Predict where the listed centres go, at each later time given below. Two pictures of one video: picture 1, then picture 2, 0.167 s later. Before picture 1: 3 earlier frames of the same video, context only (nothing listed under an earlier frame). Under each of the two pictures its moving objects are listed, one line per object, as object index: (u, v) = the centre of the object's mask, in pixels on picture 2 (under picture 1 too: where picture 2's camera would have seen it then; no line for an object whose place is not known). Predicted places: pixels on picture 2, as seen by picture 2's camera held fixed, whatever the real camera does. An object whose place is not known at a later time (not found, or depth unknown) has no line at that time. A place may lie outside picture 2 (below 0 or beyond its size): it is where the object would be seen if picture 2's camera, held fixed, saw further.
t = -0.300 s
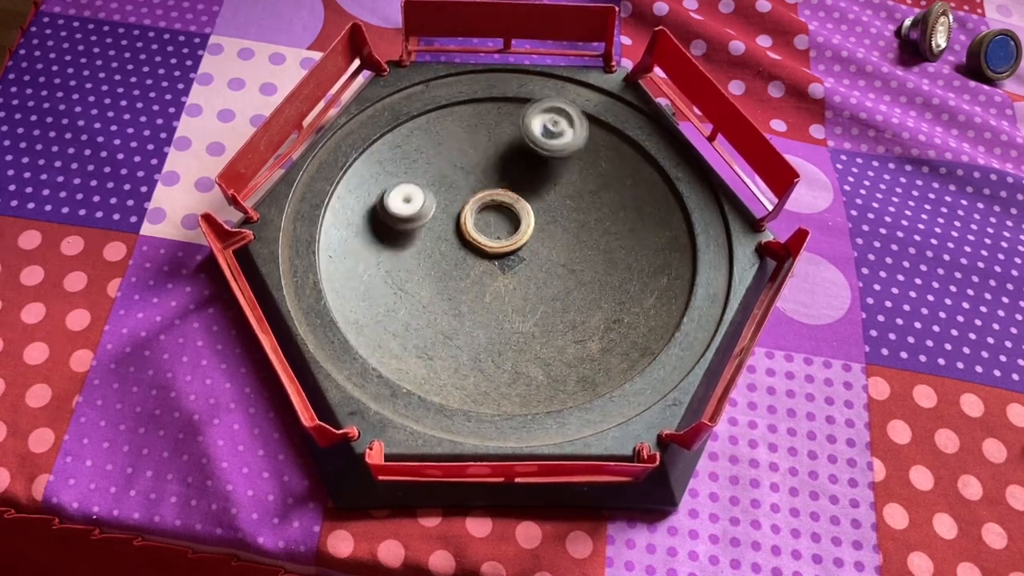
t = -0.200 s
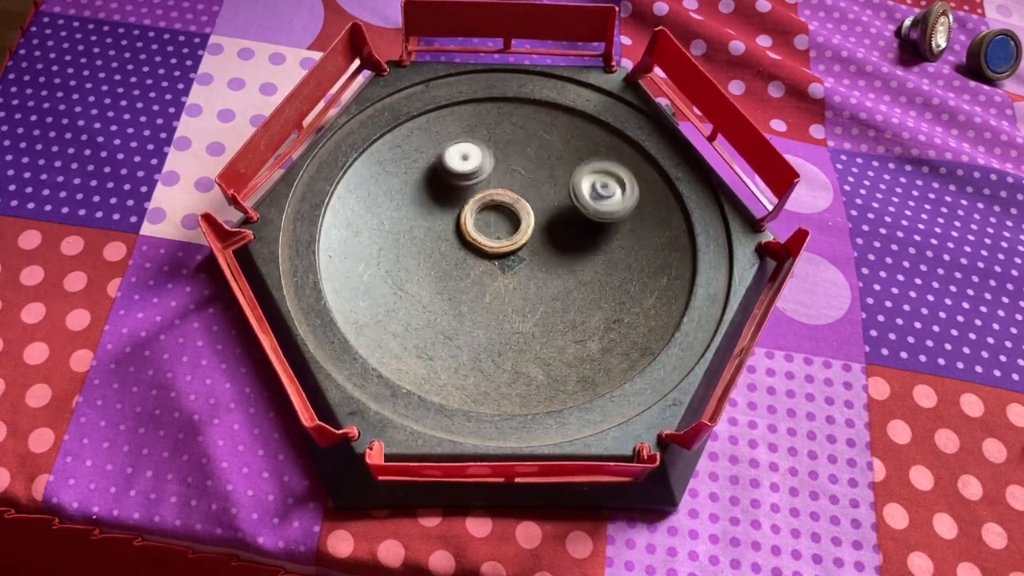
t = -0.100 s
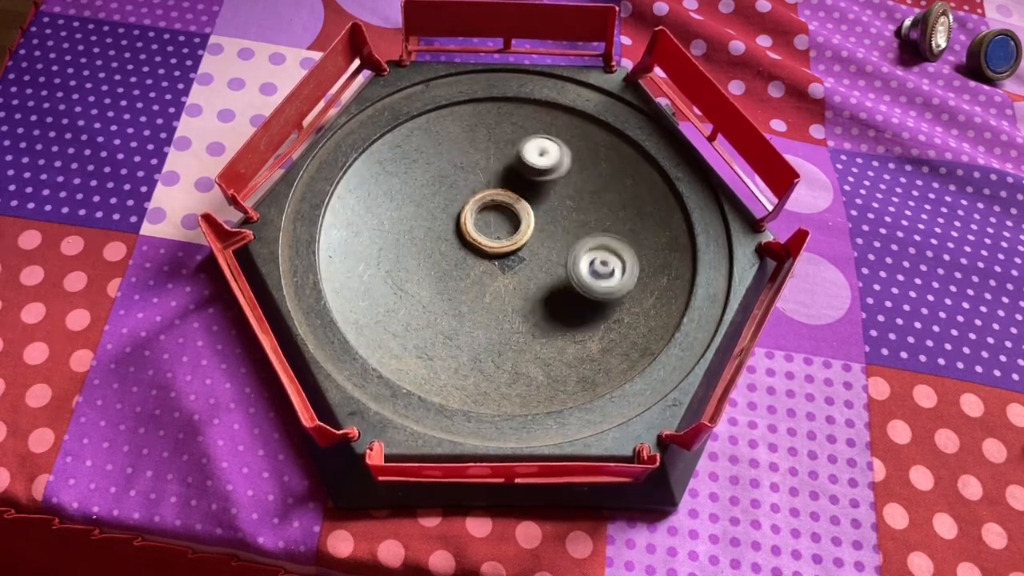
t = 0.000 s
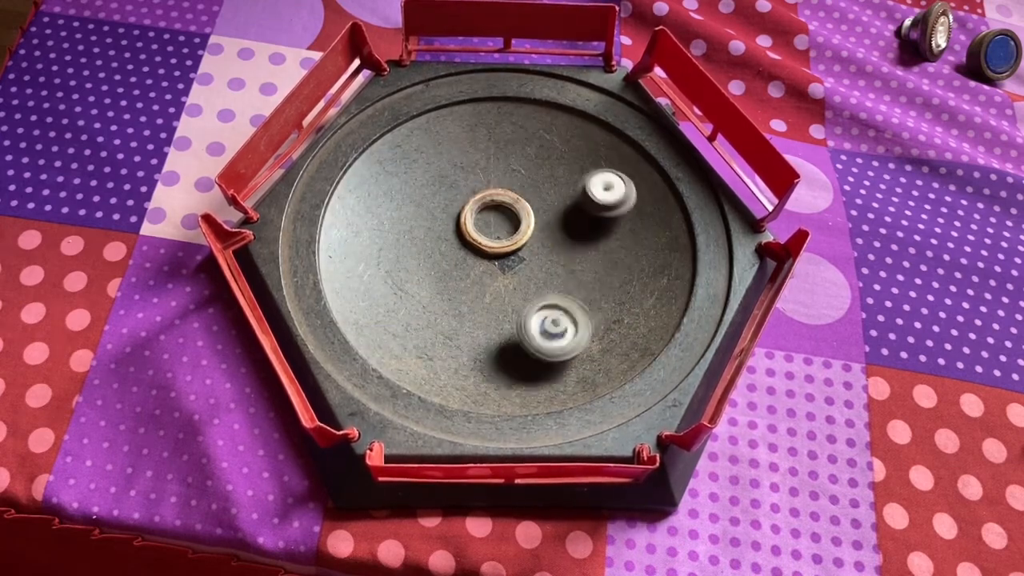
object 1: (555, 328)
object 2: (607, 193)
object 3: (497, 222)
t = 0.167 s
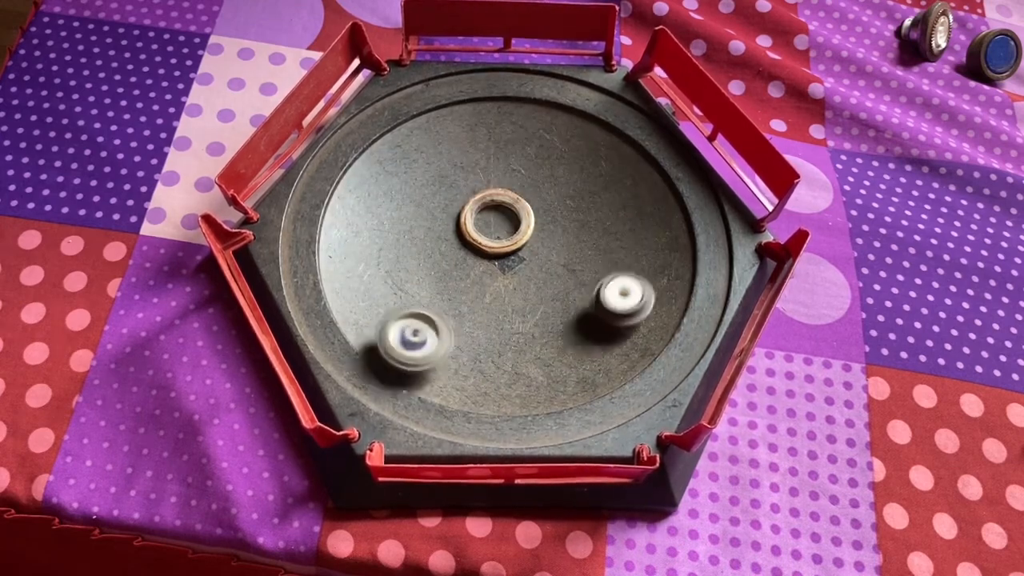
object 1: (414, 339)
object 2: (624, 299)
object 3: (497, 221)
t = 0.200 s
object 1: (389, 325)
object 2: (608, 318)
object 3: (497, 221)
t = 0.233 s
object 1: (370, 306)
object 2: (588, 333)
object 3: (497, 221)
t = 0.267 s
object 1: (355, 284)
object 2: (562, 345)
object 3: (497, 221)
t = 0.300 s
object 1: (346, 261)
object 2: (534, 351)
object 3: (497, 221)
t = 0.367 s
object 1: (350, 213)
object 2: (479, 342)
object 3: (497, 221)
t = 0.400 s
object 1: (363, 193)
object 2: (455, 330)
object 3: (497, 221)
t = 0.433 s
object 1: (384, 175)
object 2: (436, 312)
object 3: (497, 221)
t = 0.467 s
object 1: (409, 163)
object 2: (422, 292)
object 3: (497, 221)
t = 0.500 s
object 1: (436, 152)
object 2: (414, 269)
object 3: (497, 221)
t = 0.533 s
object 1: (465, 148)
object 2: (411, 247)
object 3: (497, 222)
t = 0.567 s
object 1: (493, 148)
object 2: (415, 224)
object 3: (497, 222)
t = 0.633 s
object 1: (549, 163)
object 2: (441, 184)
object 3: (497, 222)
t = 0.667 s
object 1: (572, 177)
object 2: (458, 170)
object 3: (497, 222)
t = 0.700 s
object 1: (592, 194)
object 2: (479, 159)
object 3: (497, 222)
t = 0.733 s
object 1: (607, 213)
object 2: (503, 152)
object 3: (497, 222)
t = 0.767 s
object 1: (619, 234)
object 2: (528, 150)
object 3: (497, 222)
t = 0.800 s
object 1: (625, 256)
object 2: (552, 153)
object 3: (497, 222)
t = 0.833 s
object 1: (627, 280)
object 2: (575, 161)
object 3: (497, 222)
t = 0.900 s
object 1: (614, 324)
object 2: (611, 188)
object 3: (497, 222)
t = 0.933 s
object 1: (600, 343)
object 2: (623, 207)
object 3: (497, 222)
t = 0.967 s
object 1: (582, 359)
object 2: (631, 228)
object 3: (497, 222)
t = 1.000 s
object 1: (558, 372)
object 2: (632, 250)
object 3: (497, 222)
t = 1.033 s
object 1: (531, 380)
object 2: (627, 271)
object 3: (497, 222)
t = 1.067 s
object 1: (501, 381)
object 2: (616, 291)
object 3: (497, 222)
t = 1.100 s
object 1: (471, 377)
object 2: (599, 309)
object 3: (497, 222)
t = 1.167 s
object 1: (418, 350)
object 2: (550, 332)
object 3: (497, 221)
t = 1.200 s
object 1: (399, 329)
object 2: (523, 336)
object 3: (497, 221)
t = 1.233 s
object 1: (389, 304)
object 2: (497, 334)
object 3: (497, 221)
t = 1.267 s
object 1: (386, 280)
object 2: (470, 325)
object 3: (497, 222)
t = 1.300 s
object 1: (389, 255)
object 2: (448, 313)
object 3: (497, 222)
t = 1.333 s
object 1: (398, 232)
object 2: (430, 296)
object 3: (497, 222)
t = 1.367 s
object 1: (414, 211)
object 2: (417, 276)
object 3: (497, 222)
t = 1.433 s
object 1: (456, 181)
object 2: (412, 232)
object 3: (499, 223)
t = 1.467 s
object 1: (481, 170)
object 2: (418, 212)
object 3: (498, 224)
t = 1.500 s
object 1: (507, 163)
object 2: (429, 193)
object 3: (498, 223)
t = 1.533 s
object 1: (532, 159)
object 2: (443, 178)
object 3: (497, 222)
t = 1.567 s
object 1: (558, 160)
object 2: (461, 166)
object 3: (497, 222)
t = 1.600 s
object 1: (583, 166)
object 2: (483, 158)
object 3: (497, 222)
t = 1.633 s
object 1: (607, 174)
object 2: (505, 155)
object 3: (497, 223)
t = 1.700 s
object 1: (645, 202)
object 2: (549, 163)
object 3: (497, 222)
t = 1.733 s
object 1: (659, 220)
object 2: (569, 174)
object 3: (497, 222)
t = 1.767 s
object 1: (667, 241)
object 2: (586, 189)
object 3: (497, 222)
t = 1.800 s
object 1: (669, 263)
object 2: (598, 207)
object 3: (497, 222)
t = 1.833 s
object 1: (667, 285)
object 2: (605, 226)
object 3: (497, 222)
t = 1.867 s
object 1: (658, 307)
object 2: (607, 247)
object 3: (497, 222)
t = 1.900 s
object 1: (641, 327)
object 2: (605, 268)
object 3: (497, 222)
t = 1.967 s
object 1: (592, 357)
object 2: (581, 303)
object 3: (497, 222)
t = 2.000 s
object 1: (560, 363)
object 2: (565, 313)
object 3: (497, 222)
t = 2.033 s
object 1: (529, 363)
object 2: (544, 319)
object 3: (497, 222)
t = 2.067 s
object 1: (500, 364)
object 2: (516, 320)
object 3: (497, 222)
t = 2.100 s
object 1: (472, 362)
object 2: (489, 318)
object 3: (497, 222)
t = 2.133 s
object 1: (445, 354)
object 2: (464, 313)
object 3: (497, 222)
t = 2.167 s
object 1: (422, 346)
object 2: (436, 302)
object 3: (497, 222)
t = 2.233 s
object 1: (390, 319)
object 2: (389, 275)
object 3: (497, 222)
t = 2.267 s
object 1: (383, 307)
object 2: (365, 263)
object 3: (497, 222)
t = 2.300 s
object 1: (383, 299)
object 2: (345, 257)
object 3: (497, 222)
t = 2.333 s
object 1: (386, 290)
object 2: (332, 247)
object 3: (497, 222)
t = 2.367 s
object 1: (395, 280)
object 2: (325, 234)
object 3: (498, 222)
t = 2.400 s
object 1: (411, 271)
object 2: (333, 224)
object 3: (498, 222)
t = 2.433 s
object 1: (429, 264)
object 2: (346, 214)
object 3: (498, 222)
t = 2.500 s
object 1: (474, 259)
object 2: (376, 201)
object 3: (504, 206)
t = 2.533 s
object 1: (495, 261)
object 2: (394, 200)
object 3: (498, 206)
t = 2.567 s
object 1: (517, 266)
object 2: (414, 204)
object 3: (497, 206)
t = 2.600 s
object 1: (537, 273)
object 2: (434, 211)
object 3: (498, 222)
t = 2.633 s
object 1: (556, 283)
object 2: (452, 221)
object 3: (514, 213)
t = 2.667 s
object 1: (573, 295)
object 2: (463, 235)
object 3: (516, 208)
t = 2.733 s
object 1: (595, 322)
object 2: (480, 267)
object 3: (509, 218)
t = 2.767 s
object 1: (599, 337)
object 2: (488, 284)
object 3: (509, 218)
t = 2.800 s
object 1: (599, 352)
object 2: (496, 300)
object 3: (509, 218)
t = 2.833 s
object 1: (594, 367)
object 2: (502, 317)
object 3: (508, 219)
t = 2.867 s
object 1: (583, 379)
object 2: (505, 333)
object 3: (508, 218)
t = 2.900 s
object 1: (564, 384)
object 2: (504, 347)
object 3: (508, 218)
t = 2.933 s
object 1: (543, 385)
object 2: (495, 354)
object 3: (509, 218)
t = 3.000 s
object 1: (517, 388)
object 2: (465, 355)
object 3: (508, 218)
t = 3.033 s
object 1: (500, 384)
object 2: (451, 351)
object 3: (508, 218)
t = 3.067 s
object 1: (486, 375)
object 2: (438, 343)
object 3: (508, 218)
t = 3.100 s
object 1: (483, 366)
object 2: (425, 330)
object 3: (509, 219)
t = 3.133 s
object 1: (484, 357)
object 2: (416, 314)
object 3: (509, 218)
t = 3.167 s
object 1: (492, 345)
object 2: (415, 299)
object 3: (509, 218)
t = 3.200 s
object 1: (502, 332)
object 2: (421, 285)
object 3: (509, 218)
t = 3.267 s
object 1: (527, 304)
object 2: (449, 261)
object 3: (509, 218)
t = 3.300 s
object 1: (543, 291)
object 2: (467, 254)
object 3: (510, 218)
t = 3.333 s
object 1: (561, 280)
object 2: (487, 248)
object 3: (517, 203)
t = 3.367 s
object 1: (578, 272)
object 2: (506, 248)
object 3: (513, 199)
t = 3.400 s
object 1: (597, 266)
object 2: (525, 249)
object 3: (504, 198)
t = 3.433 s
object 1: (614, 261)
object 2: (544, 249)
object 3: (508, 213)
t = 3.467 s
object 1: (630, 258)
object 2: (563, 249)
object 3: (510, 215)
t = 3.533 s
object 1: (656, 258)
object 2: (595, 256)
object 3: (510, 215)
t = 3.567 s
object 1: (674, 261)
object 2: (599, 262)
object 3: (510, 215)
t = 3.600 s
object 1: (685, 267)
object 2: (599, 268)
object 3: (510, 215)
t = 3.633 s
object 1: (679, 274)
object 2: (599, 275)
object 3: (510, 215)
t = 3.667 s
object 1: (668, 282)
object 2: (595, 284)
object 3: (510, 215)
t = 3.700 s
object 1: (656, 287)
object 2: (586, 289)
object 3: (510, 215)
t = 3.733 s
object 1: (642, 291)
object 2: (576, 292)
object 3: (510, 215)
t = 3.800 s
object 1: (626, 290)
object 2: (542, 293)
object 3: (510, 215)
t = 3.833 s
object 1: (623, 287)
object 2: (523, 290)
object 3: (510, 216)
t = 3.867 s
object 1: (618, 284)
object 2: (509, 283)
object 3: (510, 215)
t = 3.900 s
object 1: (614, 279)
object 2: (497, 276)
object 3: (510, 215)
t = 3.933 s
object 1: (609, 273)
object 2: (490, 266)
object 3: (510, 215)
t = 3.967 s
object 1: (606, 265)
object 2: (485, 255)
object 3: (512, 198)
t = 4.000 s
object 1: (602, 257)
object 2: (482, 244)
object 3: (520, 201)
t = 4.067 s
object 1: (599, 239)
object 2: (476, 227)
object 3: (528, 199)
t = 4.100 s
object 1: (598, 229)
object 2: (474, 221)
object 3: (530, 198)
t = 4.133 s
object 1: (599, 219)
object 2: (473, 214)
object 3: (532, 198)
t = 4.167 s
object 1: (600, 209)
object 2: (474, 208)
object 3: (536, 199)
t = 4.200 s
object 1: (601, 199)
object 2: (471, 203)
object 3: (526, 208)
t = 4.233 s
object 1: (602, 195)
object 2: (470, 200)
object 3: (527, 208)
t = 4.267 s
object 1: (604, 186)
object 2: (472, 194)
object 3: (528, 208)
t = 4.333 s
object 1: (610, 173)
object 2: (486, 185)
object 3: (538, 223)
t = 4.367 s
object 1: (613, 168)
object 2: (490, 180)
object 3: (534, 211)
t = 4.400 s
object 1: (616, 165)
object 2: (496, 179)
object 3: (536, 212)
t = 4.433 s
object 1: (618, 164)
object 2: (502, 179)
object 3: (547, 227)
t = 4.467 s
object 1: (619, 164)
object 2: (506, 180)
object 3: (542, 217)
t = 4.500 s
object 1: (619, 164)
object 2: (510, 182)
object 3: (545, 220)
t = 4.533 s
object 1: (618, 165)
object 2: (511, 184)
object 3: (549, 223)
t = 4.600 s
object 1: (612, 171)
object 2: (515, 194)
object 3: (563, 240)
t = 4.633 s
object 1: (607, 173)
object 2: (509, 198)
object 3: (559, 230)
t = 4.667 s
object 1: (601, 177)
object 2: (505, 204)
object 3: (564, 233)
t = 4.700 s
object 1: (594, 179)
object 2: (502, 210)
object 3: (564, 234)
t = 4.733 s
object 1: (586, 181)
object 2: (499, 216)
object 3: (564, 236)
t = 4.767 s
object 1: (576, 182)
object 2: (496, 222)
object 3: (564, 236)
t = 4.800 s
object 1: (566, 182)
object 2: (491, 228)
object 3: (564, 237)
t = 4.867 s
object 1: (547, 179)
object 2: (480, 239)
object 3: (565, 235)
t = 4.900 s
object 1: (536, 176)
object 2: (474, 244)
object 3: (565, 234)
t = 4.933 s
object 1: (528, 172)
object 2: (468, 248)
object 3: (565, 234)
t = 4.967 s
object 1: (520, 168)
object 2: (463, 251)
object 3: (565, 234)
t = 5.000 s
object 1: (515, 164)
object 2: (457, 252)
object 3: (565, 234)
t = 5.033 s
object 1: (510, 159)
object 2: (452, 253)
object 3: (565, 233)
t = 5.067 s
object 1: (506, 154)
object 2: (448, 253)
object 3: (565, 234)
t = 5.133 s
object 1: (498, 141)
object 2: (447, 248)
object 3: (565, 234)
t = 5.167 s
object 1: (495, 134)
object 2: (449, 245)
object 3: (564, 234)
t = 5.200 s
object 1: (495, 129)
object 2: (451, 243)
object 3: (564, 234)
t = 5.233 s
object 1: (496, 124)
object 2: (454, 242)
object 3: (565, 234)
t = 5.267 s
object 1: (499, 120)
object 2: (460, 242)
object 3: (565, 234)
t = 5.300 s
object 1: (503, 118)
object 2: (467, 242)
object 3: (565, 234)
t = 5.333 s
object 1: (510, 118)
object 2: (475, 243)
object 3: (564, 234)
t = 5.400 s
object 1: (526, 130)
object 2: (490, 247)
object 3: (565, 234)
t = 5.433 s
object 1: (531, 142)
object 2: (495, 251)
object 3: (564, 234)
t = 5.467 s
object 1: (531, 156)
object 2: (501, 253)
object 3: (565, 234)
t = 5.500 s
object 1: (527, 172)
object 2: (508, 257)
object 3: (565, 234)
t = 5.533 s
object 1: (519, 188)
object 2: (514, 261)
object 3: (566, 234)
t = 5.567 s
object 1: (508, 201)
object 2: (522, 264)
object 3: (567, 233)
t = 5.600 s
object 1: (495, 214)
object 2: (529, 269)
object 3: (566, 232)
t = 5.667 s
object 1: (462, 230)
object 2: (539, 281)
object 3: (565, 233)
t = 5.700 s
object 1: (443, 233)
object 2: (542, 286)
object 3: (565, 233)
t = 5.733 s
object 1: (425, 235)
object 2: (543, 293)
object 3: (564, 233)
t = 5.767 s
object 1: (408, 233)
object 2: (542, 298)
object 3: (564, 234)
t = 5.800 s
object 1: (392, 227)
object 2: (540, 303)
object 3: (564, 234)
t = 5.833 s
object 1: (380, 219)
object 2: (535, 306)
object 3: (564, 234)
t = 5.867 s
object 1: (370, 210)
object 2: (529, 308)
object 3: (564, 234)
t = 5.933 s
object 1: (361, 186)
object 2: (515, 302)
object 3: (564, 233)
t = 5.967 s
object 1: (363, 173)
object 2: (509, 297)
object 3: (564, 234)
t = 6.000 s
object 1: (372, 161)
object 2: (506, 290)
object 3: (564, 234)
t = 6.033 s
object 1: (385, 152)
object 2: (505, 281)
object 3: (564, 234)
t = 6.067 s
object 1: (402, 147)
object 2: (506, 273)
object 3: (564, 234)
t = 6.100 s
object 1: (425, 150)
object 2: (509, 266)
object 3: (565, 233)
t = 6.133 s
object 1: (446, 157)
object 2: (515, 259)
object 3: (566, 233)
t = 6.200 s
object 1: (485, 185)
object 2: (527, 250)
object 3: (578, 216)
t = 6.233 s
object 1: (499, 201)
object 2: (530, 253)
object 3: (583, 210)
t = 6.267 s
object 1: (503, 208)
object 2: (545, 264)
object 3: (574, 220)
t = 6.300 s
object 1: (503, 217)
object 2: (560, 277)
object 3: (573, 222)
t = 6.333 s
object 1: (503, 229)
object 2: (571, 290)
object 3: (573, 222)
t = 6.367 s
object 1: (499, 241)
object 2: (579, 295)
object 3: (572, 222)
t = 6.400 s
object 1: (493, 255)
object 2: (582, 298)
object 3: (572, 222)
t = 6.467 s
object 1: (479, 281)
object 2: (570, 297)
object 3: (572, 222)
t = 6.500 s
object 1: (468, 291)
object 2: (561, 295)
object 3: (572, 222)
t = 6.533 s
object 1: (455, 300)
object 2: (552, 292)
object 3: (572, 222)
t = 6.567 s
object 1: (441, 304)
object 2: (542, 286)
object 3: (572, 222)
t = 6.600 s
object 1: (426, 304)
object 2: (536, 279)
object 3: (572, 222)
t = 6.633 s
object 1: (412, 300)
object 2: (530, 271)
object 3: (572, 222)
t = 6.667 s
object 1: (397, 292)
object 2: (524, 264)
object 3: (572, 222)
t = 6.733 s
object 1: (381, 266)
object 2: (517, 247)
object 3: (573, 222)
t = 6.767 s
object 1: (382, 252)
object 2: (513, 238)
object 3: (573, 222)
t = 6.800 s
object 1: (389, 237)
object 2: (512, 229)
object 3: (573, 222)
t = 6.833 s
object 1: (402, 225)
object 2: (510, 220)
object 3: (572, 222)
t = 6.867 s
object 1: (420, 217)
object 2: (508, 212)
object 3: (572, 222)
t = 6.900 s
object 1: (440, 212)
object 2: (507, 204)
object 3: (572, 222)
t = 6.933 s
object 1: (458, 211)
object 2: (513, 195)
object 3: (572, 223)
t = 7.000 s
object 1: (477, 229)
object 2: (528, 178)
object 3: (572, 223)
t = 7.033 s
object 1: (486, 242)
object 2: (532, 176)
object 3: (572, 223)
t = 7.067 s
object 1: (494, 256)
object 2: (537, 175)
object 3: (572, 223)
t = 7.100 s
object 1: (499, 272)
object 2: (542, 175)
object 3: (572, 223)
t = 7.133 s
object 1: (504, 286)
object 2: (546, 177)
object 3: (572, 224)
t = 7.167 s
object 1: (506, 299)
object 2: (548, 181)
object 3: (573, 224)
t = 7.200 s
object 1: (504, 311)
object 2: (546, 185)
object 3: (575, 228)
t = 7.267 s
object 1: (490, 331)
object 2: (539, 197)
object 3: (578, 231)
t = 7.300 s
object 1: (478, 337)
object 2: (533, 202)
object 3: (579, 232)
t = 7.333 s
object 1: (464, 338)
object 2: (525, 208)
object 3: (578, 232)
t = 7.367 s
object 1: (449, 336)
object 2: (518, 213)
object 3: (577, 231)
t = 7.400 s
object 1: (437, 328)
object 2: (510, 218)
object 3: (577, 231)
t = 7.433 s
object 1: (426, 319)
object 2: (502, 222)
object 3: (577, 231)
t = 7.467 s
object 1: (422, 303)
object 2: (494, 226)
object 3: (577, 231)
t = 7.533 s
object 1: (431, 275)
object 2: (478, 233)
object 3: (577, 231)
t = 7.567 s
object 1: (438, 268)
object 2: (476, 228)
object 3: (577, 232)
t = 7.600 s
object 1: (439, 271)
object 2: (479, 217)
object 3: (577, 231)
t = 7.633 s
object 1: (443, 271)
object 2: (482, 209)
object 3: (577, 231)
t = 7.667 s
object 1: (450, 271)
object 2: (486, 205)
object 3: (577, 231)
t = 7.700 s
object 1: (458, 273)
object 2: (489, 202)
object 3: (577, 231)
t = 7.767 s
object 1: (478, 281)
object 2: (495, 202)
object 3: (577, 231)
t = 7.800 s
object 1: (490, 287)
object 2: (499, 203)
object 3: (576, 232)
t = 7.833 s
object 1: (502, 294)
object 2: (502, 207)
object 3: (576, 232)
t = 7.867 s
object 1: (512, 300)
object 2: (505, 212)
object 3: (576, 232)
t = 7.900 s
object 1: (520, 309)
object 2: (507, 217)
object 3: (576, 232)
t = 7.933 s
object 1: (526, 317)
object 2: (509, 222)
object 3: (576, 232)
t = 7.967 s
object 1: (527, 323)
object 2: (509, 228)
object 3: (577, 231)
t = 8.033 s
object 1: (521, 336)
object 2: (507, 237)
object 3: (576, 232)
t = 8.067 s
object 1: (513, 338)
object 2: (506, 242)
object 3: (577, 231)
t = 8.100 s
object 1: (504, 338)
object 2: (503, 248)
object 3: (576, 232)
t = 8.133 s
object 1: (494, 332)
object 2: (501, 253)
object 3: (576, 232)
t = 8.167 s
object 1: (487, 323)
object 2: (498, 258)
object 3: (577, 231)
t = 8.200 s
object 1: (484, 311)
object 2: (498, 262)
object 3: (577, 231)
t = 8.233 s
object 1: (485, 306)
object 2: (496, 259)
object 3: (576, 231)
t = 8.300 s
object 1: (492, 305)
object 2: (492, 253)
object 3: (576, 231)
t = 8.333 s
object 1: (499, 304)
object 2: (491, 255)
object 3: (576, 232)
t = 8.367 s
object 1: (508, 303)
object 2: (486, 256)
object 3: (576, 231)
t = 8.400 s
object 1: (518, 303)
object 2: (483, 259)
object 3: (576, 232)
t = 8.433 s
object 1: (528, 305)
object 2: (480, 261)
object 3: (576, 232)
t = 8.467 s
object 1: (536, 306)
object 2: (477, 261)
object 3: (576, 232)
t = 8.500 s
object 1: (542, 308)
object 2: (473, 262)
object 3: (576, 232)
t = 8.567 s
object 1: (552, 313)
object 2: (468, 259)
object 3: (576, 232)
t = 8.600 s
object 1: (553, 315)
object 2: (467, 256)
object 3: (576, 232)
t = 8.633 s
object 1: (552, 317)
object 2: (467, 254)
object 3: (576, 231)
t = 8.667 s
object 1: (550, 317)
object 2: (470, 251)
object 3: (576, 232)
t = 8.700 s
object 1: (546, 315)
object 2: (472, 250)
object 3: (576, 231)
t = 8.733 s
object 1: (542, 312)
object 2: (476, 247)
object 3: (576, 232)
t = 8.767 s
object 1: (539, 307)
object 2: (481, 246)
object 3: (576, 231)
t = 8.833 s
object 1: (539, 289)
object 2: (491, 243)
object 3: (576, 231)
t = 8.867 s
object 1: (543, 281)
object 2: (494, 244)
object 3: (577, 230)
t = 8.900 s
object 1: (550, 272)
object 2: (495, 245)
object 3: (584, 215)
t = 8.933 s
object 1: (559, 263)
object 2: (499, 245)
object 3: (582, 214)
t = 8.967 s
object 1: (569, 255)
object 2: (504, 244)
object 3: (580, 214)
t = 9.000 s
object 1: (578, 253)
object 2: (508, 243)
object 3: (575, 207)
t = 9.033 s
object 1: (587, 251)
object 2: (513, 242)
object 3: (571, 205)
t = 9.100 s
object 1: (602, 252)
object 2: (522, 240)
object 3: (572, 205)
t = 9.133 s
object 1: (607, 255)
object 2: (528, 240)
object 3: (577, 205)
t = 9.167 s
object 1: (608, 260)
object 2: (534, 241)
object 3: (580, 206)
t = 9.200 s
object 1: (606, 266)
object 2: (540, 242)
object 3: (583, 206)
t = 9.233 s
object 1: (601, 272)
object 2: (545, 245)
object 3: (582, 206)
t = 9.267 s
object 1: (592, 275)
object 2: (545, 246)
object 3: (584, 206)
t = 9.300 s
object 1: (593, 283)
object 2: (540, 244)
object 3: (585, 207)
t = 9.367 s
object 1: (582, 293)
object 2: (531, 243)
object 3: (586, 207)
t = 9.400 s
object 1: (573, 296)
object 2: (527, 243)
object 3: (584, 206)
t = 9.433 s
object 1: (561, 294)
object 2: (522, 243)
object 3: (576, 221)
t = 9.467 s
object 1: (550, 289)
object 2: (519, 239)
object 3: (576, 222)
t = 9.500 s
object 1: (542, 281)
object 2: (516, 234)
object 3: (575, 222)
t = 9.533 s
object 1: (538, 272)
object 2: (512, 228)
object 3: (576, 221)
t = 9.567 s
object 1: (542, 272)
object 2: (503, 219)
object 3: (575, 221)
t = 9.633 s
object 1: (552, 271)
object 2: (492, 207)
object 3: (575, 220)
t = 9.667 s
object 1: (557, 271)
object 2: (490, 203)
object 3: (575, 219)
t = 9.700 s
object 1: (561, 273)
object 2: (489, 200)
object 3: (575, 220)
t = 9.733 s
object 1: (564, 275)
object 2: (489, 197)
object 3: (575, 220)
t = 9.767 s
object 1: (564, 276)
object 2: (490, 195)
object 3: (574, 220)
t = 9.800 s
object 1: (564, 278)
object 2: (493, 194)
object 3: (574, 221)
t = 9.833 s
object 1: (562, 280)
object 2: (496, 196)
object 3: (574, 221)
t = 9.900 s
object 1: (553, 279)
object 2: (502, 202)
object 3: (575, 221)
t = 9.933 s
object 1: (549, 277)
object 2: (504, 207)
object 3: (575, 221)
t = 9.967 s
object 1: (545, 272)
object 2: (506, 212)
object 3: (575, 221)
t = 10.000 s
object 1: (543, 266)
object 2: (506, 217)
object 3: (576, 220)
